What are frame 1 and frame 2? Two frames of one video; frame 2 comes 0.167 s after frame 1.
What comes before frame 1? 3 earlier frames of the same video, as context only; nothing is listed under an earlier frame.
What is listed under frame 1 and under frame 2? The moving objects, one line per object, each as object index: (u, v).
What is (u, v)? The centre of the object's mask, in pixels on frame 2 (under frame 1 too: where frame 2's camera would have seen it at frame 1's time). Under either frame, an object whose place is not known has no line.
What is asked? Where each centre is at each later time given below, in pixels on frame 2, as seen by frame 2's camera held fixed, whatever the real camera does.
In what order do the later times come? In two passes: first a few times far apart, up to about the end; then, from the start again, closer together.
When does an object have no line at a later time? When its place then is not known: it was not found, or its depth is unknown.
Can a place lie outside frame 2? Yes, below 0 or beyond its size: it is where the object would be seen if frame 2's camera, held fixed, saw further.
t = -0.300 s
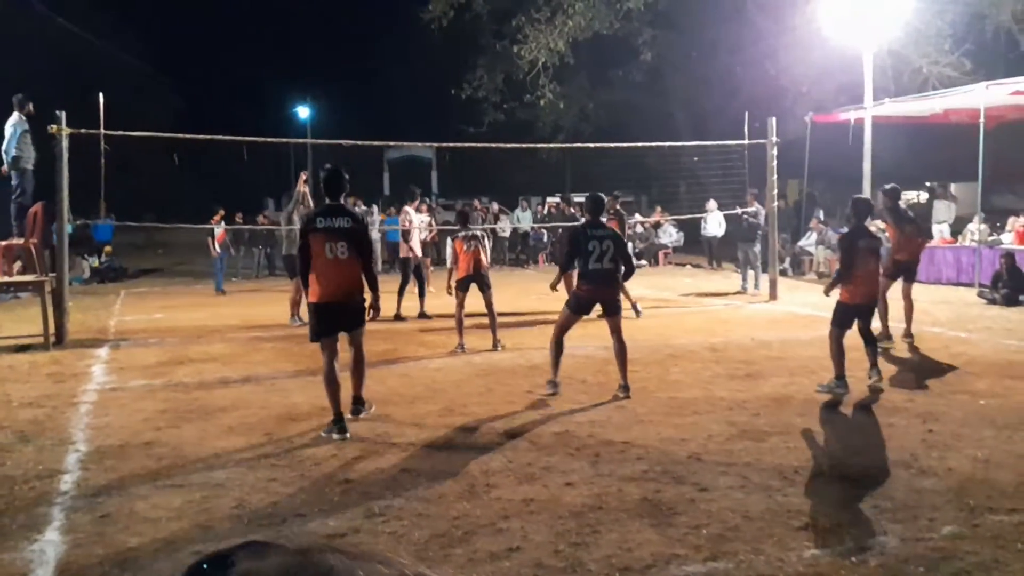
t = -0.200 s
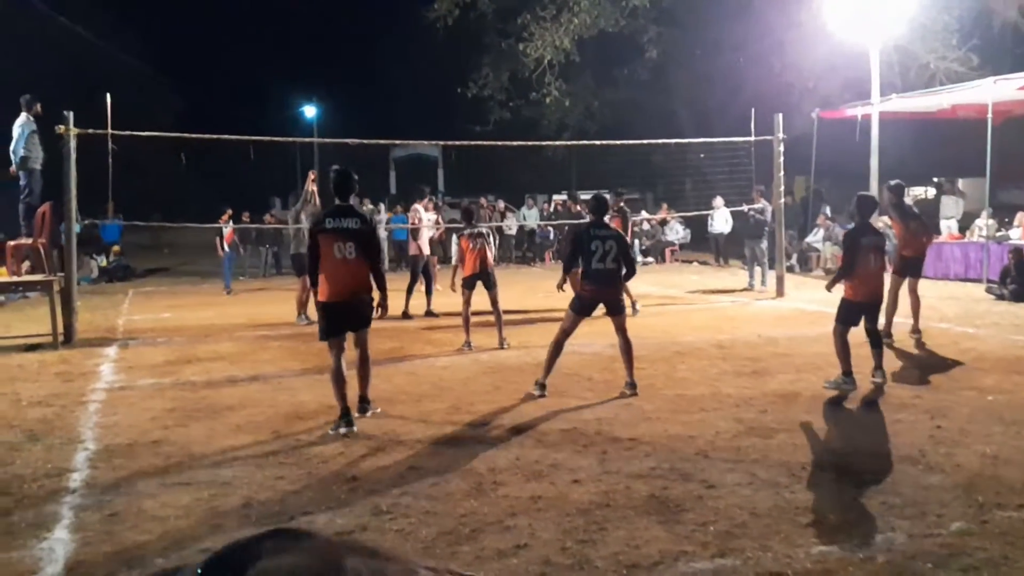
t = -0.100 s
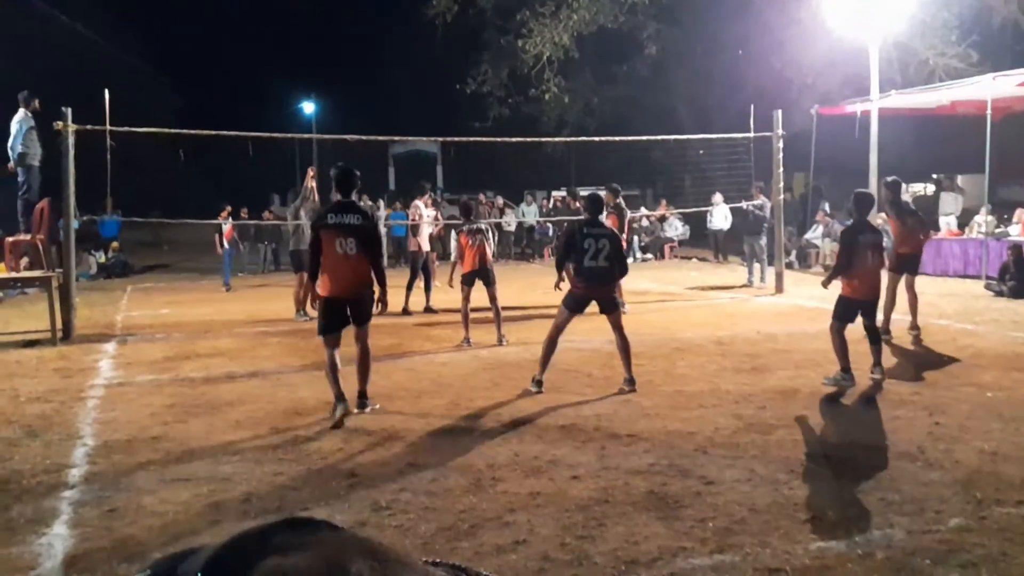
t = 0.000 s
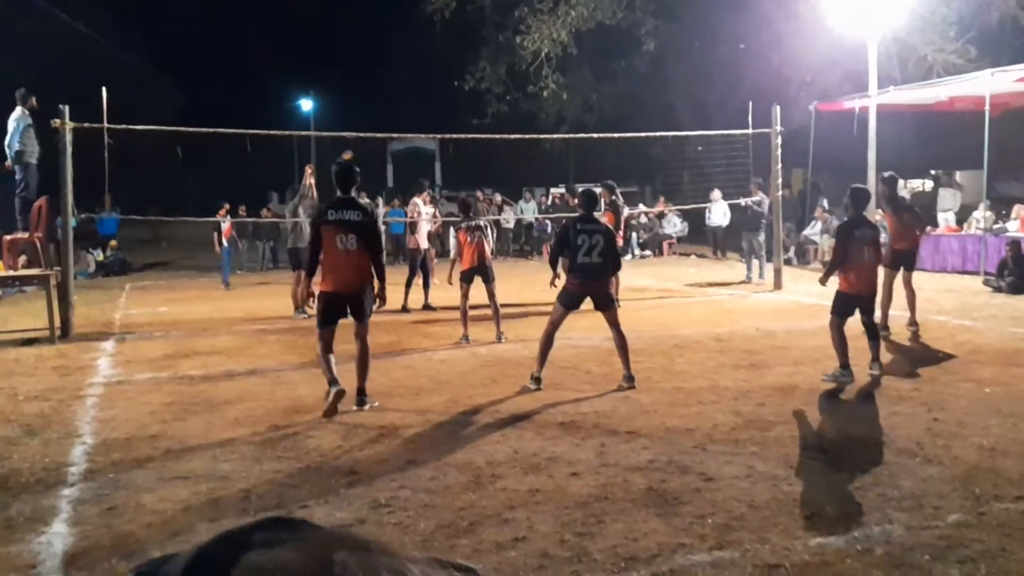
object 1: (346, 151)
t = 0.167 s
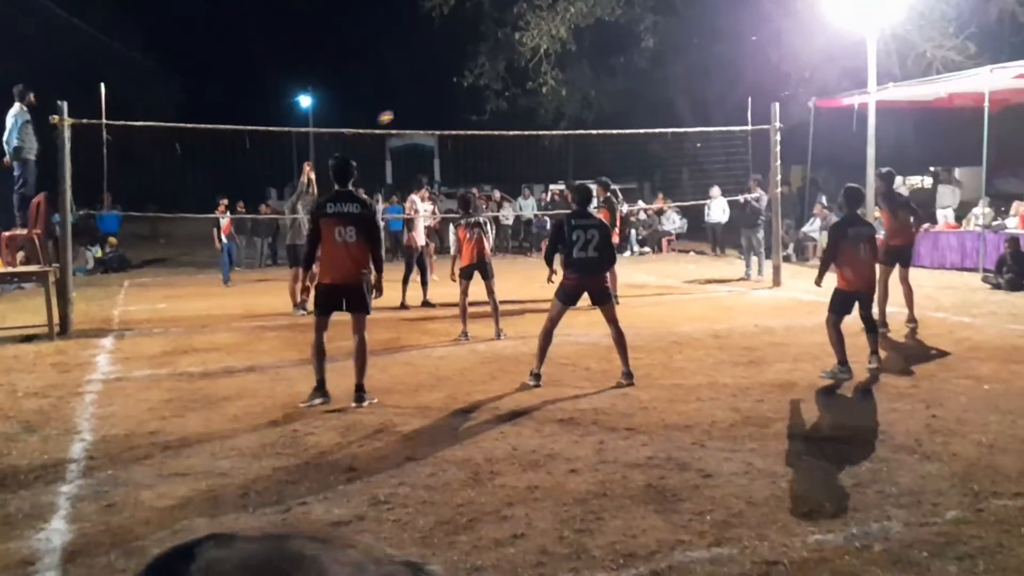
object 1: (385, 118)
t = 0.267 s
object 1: (416, 103)
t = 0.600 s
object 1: (561, 105)
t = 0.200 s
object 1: (395, 112)
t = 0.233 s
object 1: (405, 107)
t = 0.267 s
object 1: (416, 103)
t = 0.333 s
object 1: (439, 96)
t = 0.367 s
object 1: (452, 94)
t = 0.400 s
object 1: (465, 92)
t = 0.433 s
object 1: (479, 91)
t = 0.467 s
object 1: (495, 92)
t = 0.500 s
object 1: (510, 94)
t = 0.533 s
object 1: (525, 96)
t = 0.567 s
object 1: (544, 100)
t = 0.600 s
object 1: (561, 105)
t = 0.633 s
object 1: (581, 112)
